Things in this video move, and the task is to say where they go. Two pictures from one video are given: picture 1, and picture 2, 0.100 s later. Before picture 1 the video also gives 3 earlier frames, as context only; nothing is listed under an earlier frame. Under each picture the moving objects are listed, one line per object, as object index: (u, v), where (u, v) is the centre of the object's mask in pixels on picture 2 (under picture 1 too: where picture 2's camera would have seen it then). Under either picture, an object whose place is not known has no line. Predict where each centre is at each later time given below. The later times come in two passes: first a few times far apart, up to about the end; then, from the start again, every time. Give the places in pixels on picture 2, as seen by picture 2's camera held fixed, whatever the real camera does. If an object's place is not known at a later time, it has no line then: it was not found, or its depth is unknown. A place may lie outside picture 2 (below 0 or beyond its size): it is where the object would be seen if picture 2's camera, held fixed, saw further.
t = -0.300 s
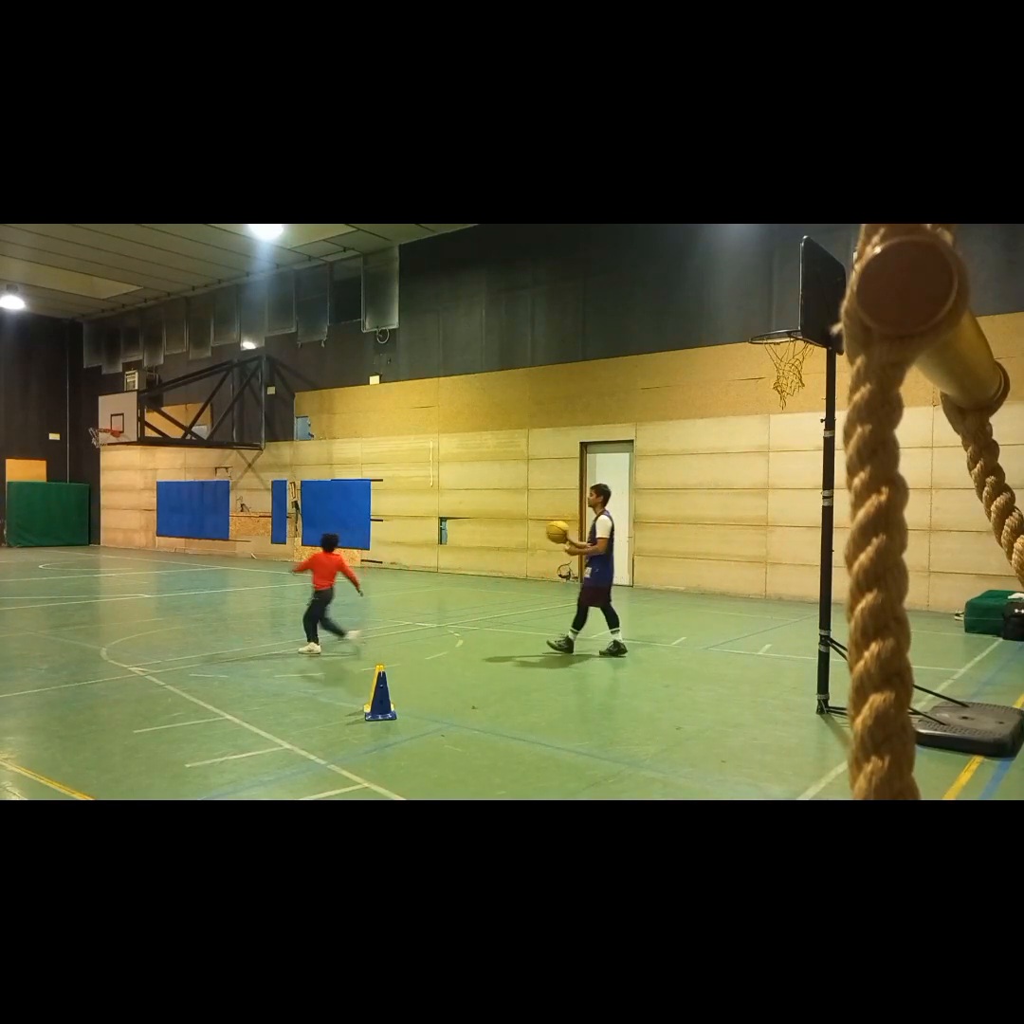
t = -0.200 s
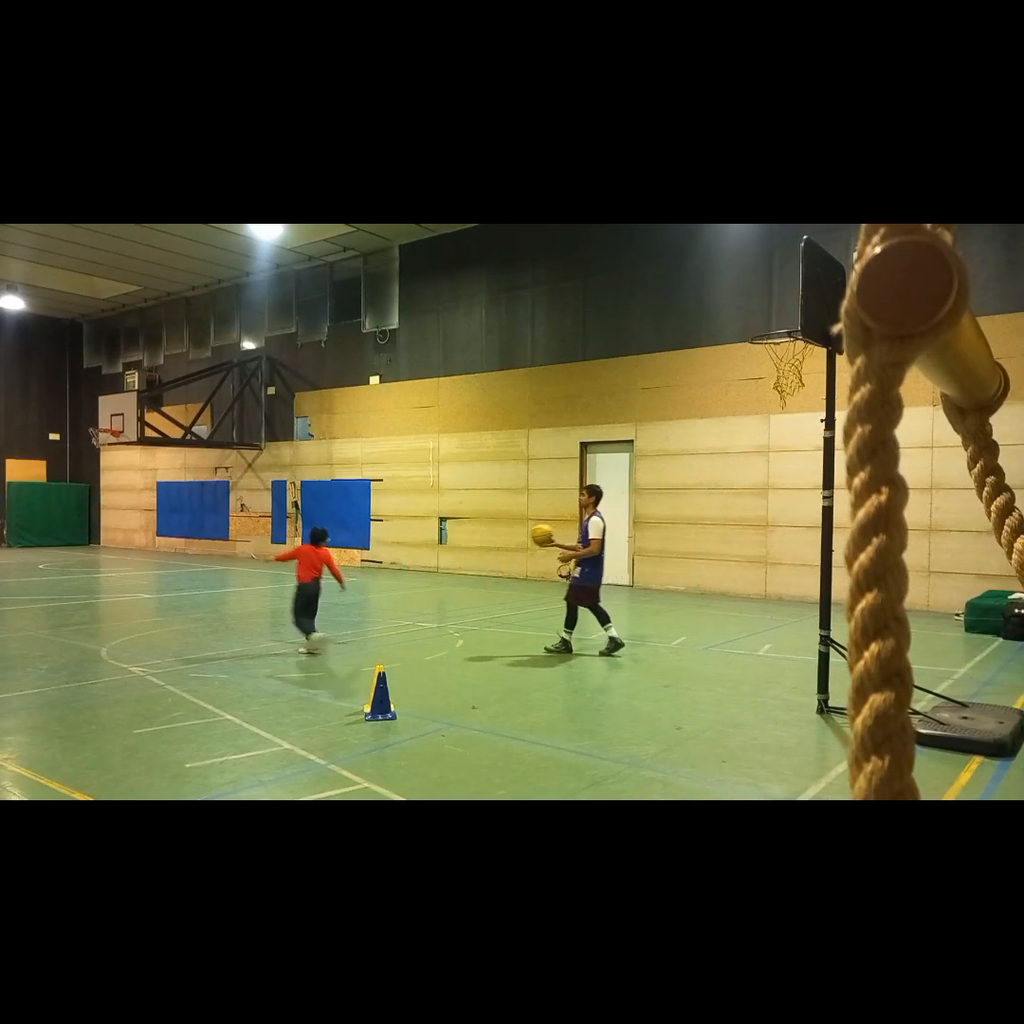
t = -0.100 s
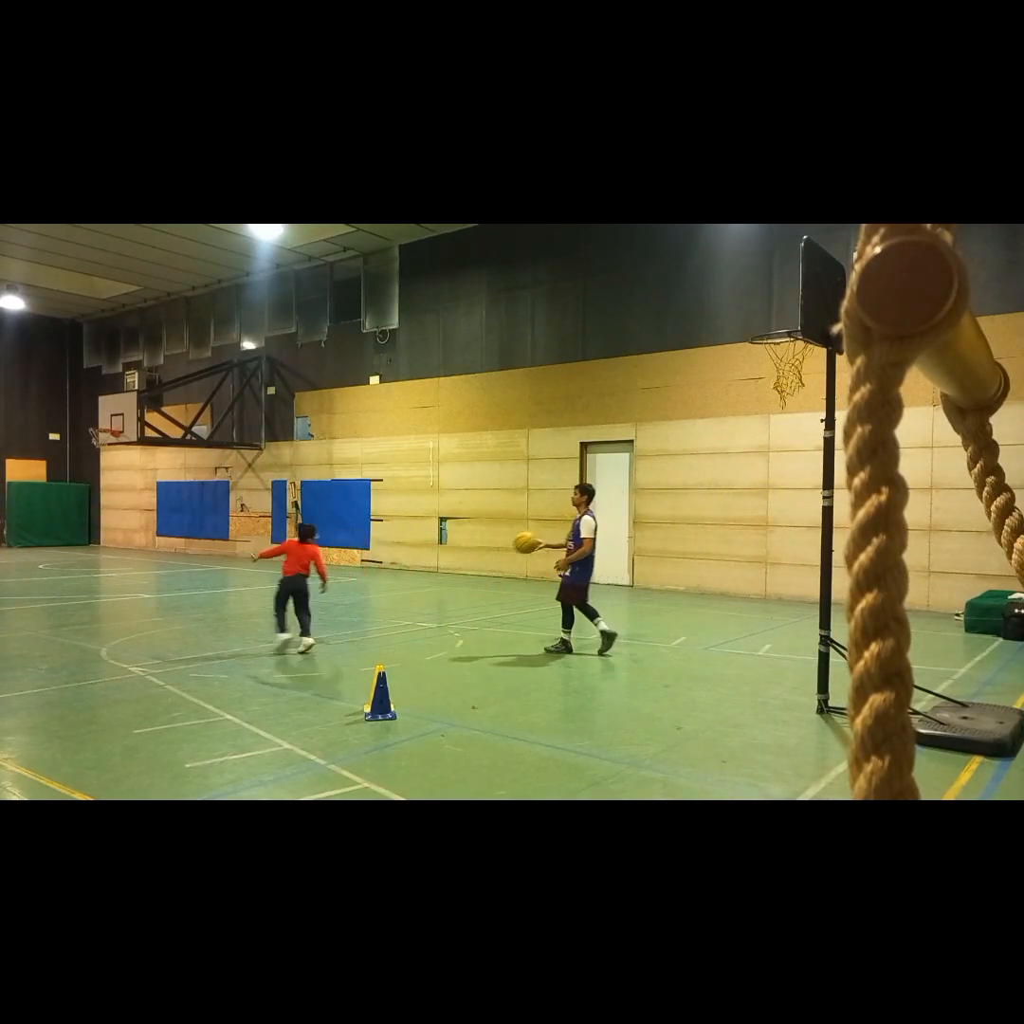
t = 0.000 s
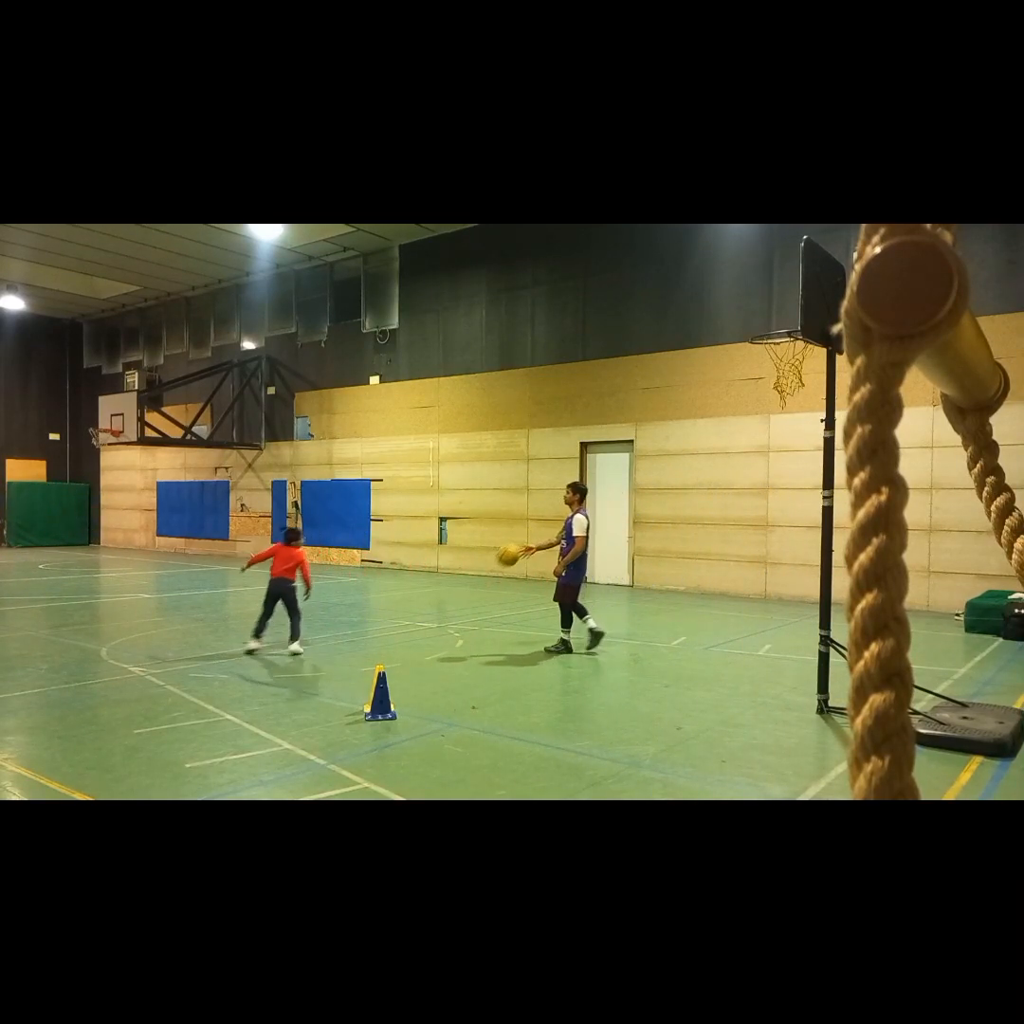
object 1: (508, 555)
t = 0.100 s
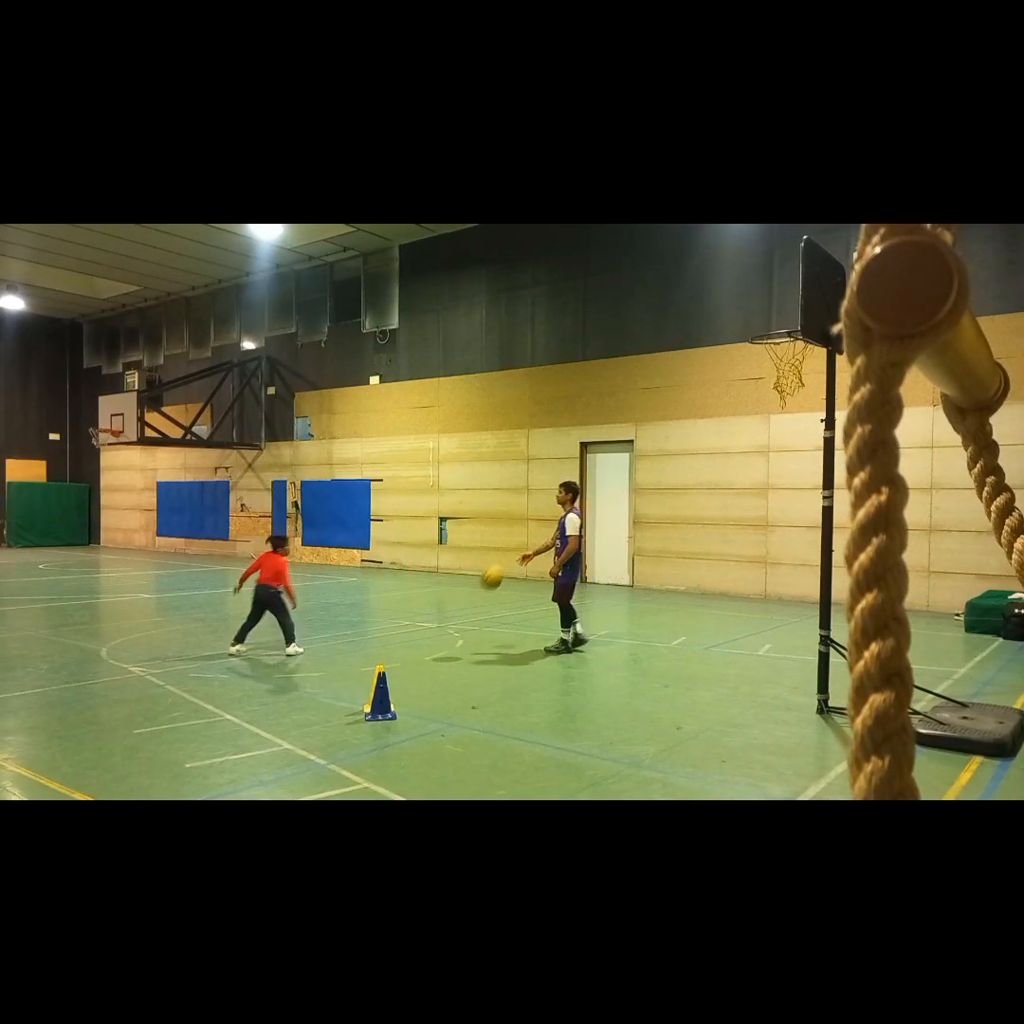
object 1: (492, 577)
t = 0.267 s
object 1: (462, 637)
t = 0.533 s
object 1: (426, 576)
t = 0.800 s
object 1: (389, 568)
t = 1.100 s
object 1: (342, 651)
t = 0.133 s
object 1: (486, 587)
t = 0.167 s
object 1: (480, 596)
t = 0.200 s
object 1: (474, 609)
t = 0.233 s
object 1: (467, 624)
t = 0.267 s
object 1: (462, 637)
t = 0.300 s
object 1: (457, 639)
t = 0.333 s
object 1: (452, 626)
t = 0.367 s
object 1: (447, 615)
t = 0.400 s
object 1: (443, 605)
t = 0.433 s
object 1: (439, 596)
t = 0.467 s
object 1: (434, 588)
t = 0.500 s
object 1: (430, 582)
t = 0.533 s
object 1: (426, 576)
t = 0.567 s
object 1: (420, 571)
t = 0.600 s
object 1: (416, 568)
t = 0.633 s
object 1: (413, 565)
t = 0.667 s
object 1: (407, 563)
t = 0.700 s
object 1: (403, 563)
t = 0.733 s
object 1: (398, 564)
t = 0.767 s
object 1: (393, 566)
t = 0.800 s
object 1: (389, 568)
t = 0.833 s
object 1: (384, 573)
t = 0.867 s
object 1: (378, 578)
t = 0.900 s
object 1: (373, 584)
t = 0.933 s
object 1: (368, 593)
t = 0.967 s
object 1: (363, 602)
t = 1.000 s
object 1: (358, 612)
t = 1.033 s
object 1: (353, 623)
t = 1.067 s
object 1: (348, 636)
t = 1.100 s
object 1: (342, 651)
